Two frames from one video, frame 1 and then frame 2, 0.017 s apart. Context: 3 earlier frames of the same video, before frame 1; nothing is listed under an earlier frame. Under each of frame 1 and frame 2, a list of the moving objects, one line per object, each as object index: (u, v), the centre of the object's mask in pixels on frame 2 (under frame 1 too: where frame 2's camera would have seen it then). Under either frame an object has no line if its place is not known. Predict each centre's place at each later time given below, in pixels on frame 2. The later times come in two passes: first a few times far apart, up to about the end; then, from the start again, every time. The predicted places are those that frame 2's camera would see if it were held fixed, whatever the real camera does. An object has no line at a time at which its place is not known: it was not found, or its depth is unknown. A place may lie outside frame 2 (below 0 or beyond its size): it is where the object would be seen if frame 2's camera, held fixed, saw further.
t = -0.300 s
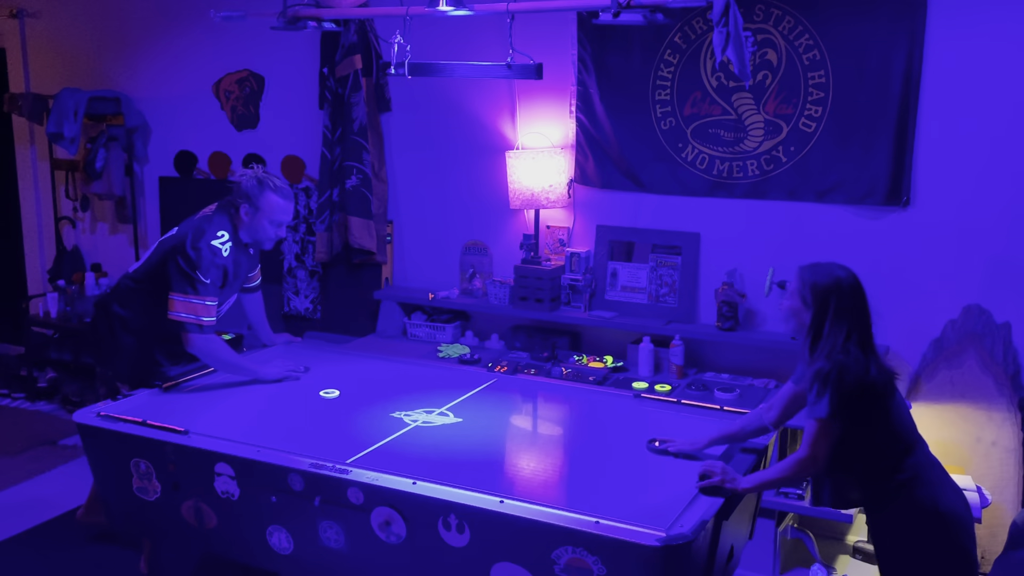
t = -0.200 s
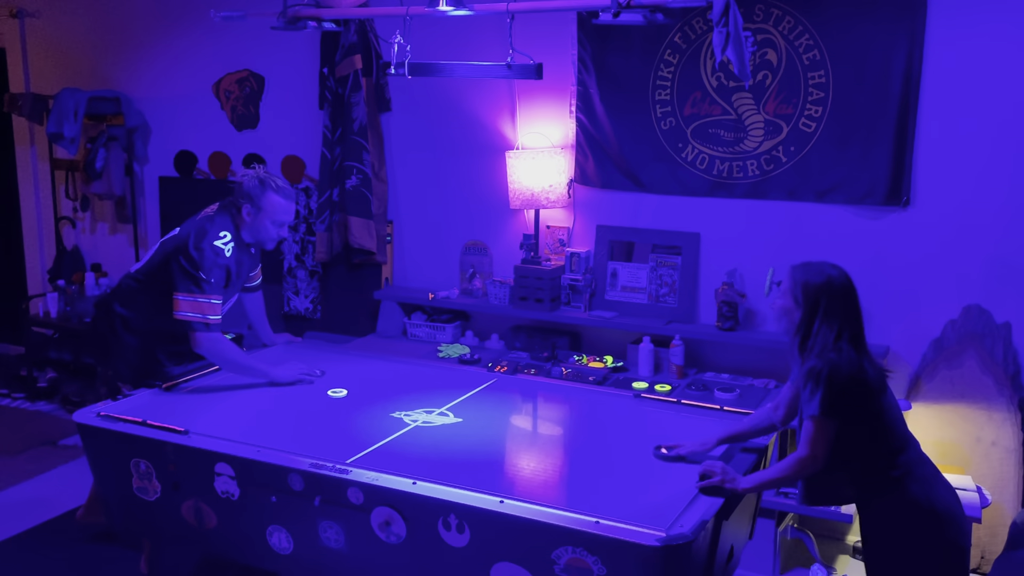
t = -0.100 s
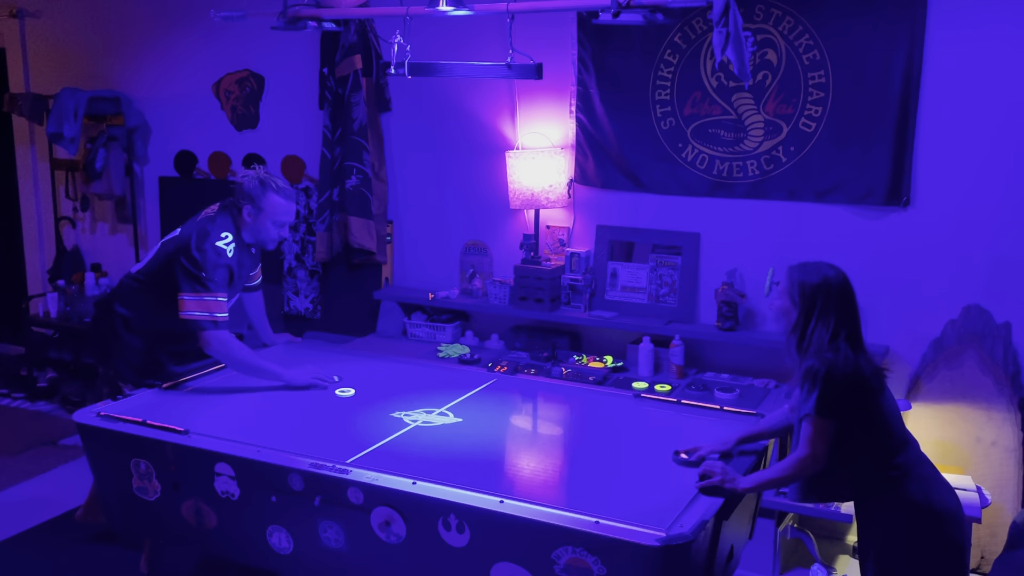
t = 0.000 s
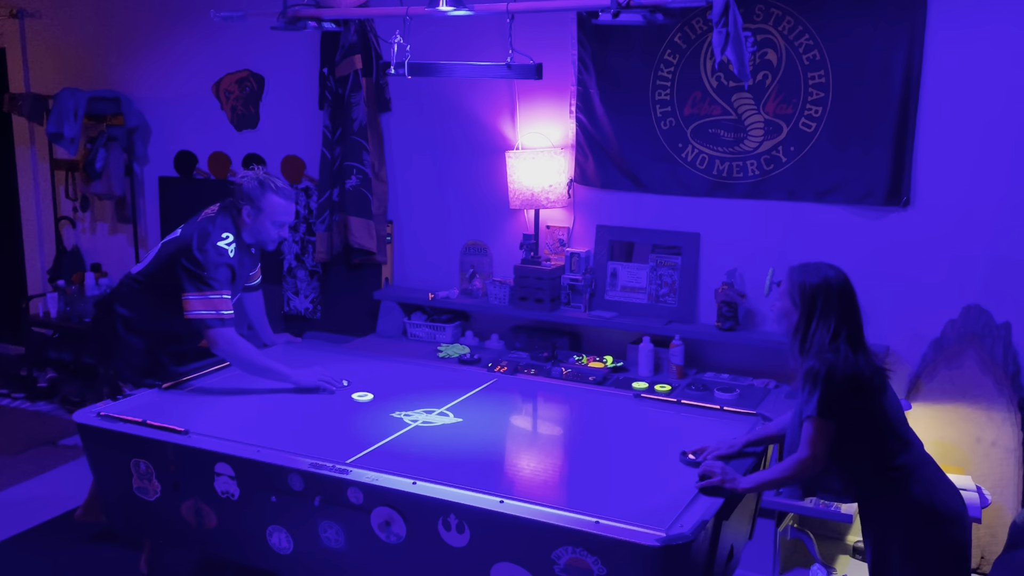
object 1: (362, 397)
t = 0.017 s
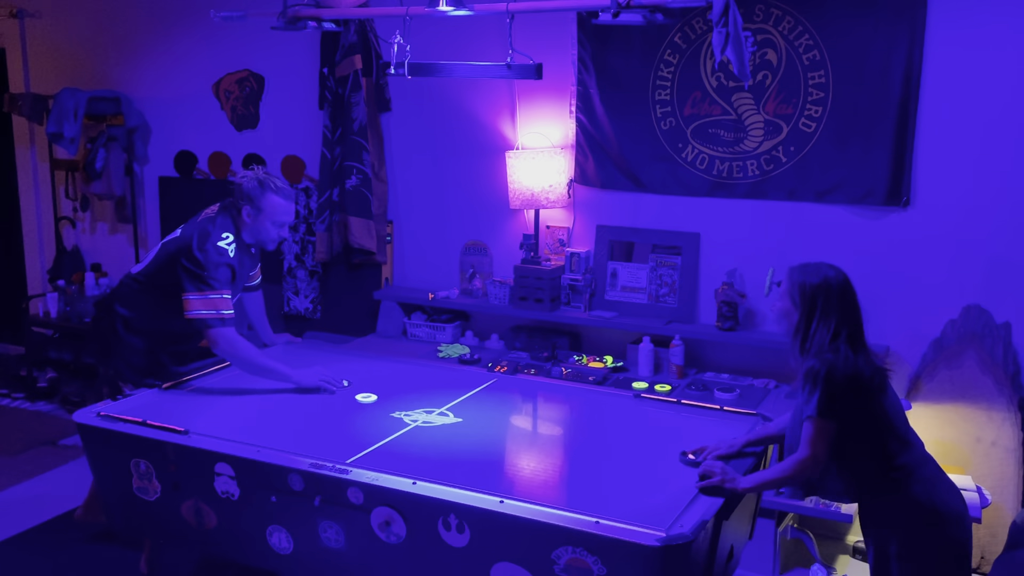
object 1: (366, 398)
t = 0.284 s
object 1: (430, 418)
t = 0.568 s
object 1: (506, 442)
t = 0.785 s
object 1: (571, 462)
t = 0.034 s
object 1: (370, 399)
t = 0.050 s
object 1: (373, 400)
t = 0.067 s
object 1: (377, 402)
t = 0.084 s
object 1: (381, 403)
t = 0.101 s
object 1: (385, 404)
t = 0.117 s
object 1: (389, 405)
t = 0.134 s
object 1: (393, 406)
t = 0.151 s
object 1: (397, 408)
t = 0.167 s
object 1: (401, 408)
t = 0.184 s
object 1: (405, 410)
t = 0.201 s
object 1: (409, 411)
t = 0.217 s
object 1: (413, 413)
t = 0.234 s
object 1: (417, 413)
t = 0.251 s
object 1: (421, 414)
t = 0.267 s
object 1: (426, 416)
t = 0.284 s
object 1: (430, 418)
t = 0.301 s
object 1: (433, 419)
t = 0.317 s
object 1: (438, 420)
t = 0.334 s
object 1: (443, 422)
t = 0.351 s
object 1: (447, 423)
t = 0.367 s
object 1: (451, 424)
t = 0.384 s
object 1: (456, 426)
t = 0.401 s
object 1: (460, 427)
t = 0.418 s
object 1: (464, 429)
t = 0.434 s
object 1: (469, 430)
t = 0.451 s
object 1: (473, 431)
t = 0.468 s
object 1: (478, 433)
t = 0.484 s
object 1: (482, 434)
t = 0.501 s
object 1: (487, 436)
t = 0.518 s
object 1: (492, 438)
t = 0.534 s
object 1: (497, 439)
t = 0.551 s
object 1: (501, 440)
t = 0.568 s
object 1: (506, 442)
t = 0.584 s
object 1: (511, 443)
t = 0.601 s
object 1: (515, 445)
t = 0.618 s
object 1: (520, 446)
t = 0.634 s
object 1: (525, 448)
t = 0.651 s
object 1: (530, 449)
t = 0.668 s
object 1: (535, 451)
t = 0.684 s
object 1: (540, 452)
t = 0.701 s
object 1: (545, 454)
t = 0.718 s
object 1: (550, 455)
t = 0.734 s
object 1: (556, 457)
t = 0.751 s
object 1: (561, 459)
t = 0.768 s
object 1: (566, 460)
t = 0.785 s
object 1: (571, 462)
